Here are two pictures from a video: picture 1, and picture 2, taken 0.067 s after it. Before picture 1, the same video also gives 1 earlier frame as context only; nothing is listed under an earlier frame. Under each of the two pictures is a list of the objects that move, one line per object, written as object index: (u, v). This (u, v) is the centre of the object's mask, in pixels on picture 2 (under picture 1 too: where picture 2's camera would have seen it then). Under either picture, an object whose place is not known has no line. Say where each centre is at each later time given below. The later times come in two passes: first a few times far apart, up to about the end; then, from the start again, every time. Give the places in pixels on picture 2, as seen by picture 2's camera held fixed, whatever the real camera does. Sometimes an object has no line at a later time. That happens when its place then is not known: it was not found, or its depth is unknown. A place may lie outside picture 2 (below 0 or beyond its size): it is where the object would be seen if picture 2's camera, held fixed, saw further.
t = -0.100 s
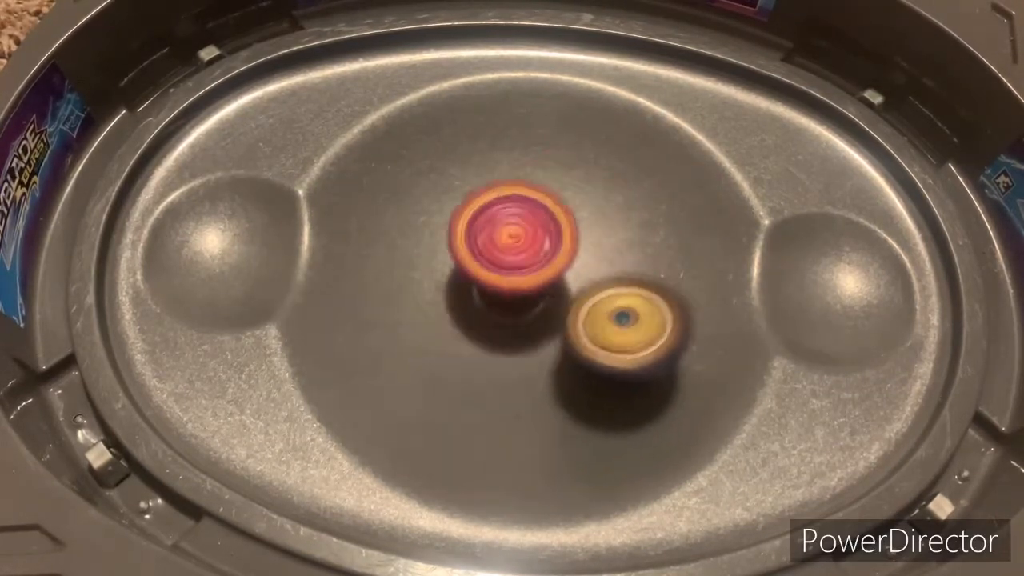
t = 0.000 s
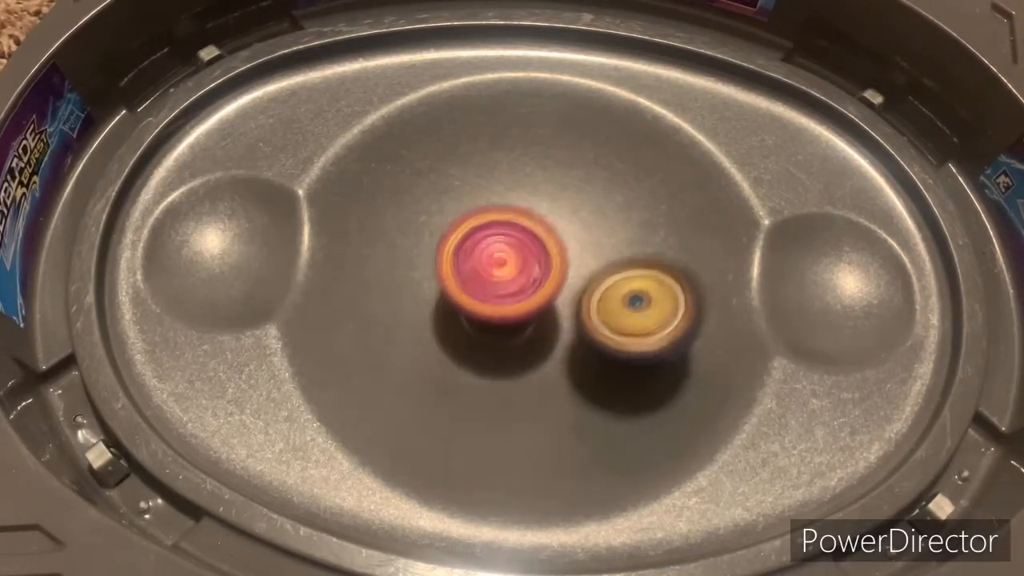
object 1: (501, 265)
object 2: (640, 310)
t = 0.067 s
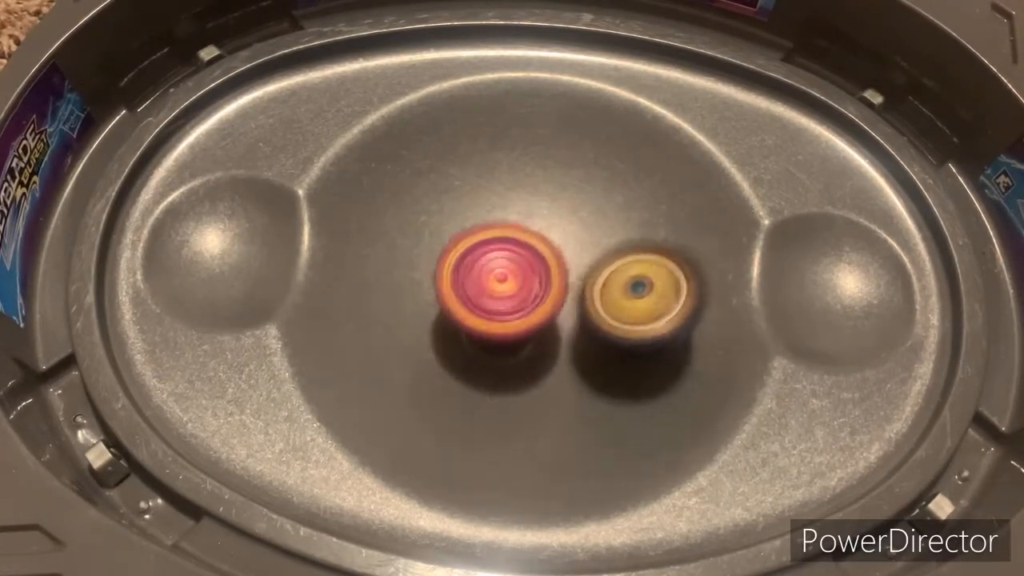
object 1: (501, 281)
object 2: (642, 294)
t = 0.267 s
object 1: (514, 319)
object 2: (646, 238)
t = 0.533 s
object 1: (537, 294)
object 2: (592, 183)
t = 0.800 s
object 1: (492, 285)
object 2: (527, 158)
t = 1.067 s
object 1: (513, 310)
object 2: (455, 191)
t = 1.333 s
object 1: (566, 273)
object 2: (426, 250)
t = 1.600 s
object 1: (533, 214)
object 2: (447, 329)
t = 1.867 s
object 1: (495, 230)
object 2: (531, 349)
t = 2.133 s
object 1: (509, 243)
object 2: (622, 324)
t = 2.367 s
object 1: (518, 239)
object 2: (653, 262)
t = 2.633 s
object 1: (494, 257)
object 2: (610, 203)
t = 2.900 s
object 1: (514, 298)
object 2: (523, 183)
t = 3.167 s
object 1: (568, 273)
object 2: (440, 213)
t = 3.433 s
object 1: (547, 231)
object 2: (429, 280)
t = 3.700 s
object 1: (529, 215)
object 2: (487, 344)
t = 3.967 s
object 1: (520, 215)
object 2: (594, 331)
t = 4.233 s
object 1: (502, 238)
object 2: (643, 257)
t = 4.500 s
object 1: (510, 280)
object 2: (593, 199)
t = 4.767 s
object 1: (559, 308)
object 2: (509, 185)
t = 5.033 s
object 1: (569, 265)
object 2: (441, 239)
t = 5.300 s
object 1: (545, 231)
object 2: (453, 320)
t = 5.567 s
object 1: (512, 232)
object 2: (542, 339)
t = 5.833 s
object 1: (488, 234)
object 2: (602, 277)
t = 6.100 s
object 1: (493, 272)
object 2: (582, 190)
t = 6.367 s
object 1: (545, 296)
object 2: (506, 195)
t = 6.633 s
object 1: (588, 265)
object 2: (454, 259)
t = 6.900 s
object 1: (549, 228)
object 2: (508, 335)
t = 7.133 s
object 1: (495, 227)
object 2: (586, 323)
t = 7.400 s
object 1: (481, 273)
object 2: (587, 238)
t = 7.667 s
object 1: (511, 309)
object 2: (531, 204)
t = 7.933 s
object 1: (585, 297)
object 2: (476, 232)
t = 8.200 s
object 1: (625, 234)
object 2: (467, 285)
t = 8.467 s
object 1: (595, 186)
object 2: (503, 278)
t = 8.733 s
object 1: (551, 177)
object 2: (480, 318)
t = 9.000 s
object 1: (536, 207)
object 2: (478, 316)
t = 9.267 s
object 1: (568, 194)
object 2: (465, 293)
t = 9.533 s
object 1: (587, 264)
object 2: (445, 288)
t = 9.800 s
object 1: (605, 310)
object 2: (465, 299)
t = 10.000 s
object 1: (587, 331)
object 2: (483, 239)
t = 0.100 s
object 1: (503, 289)
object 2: (643, 286)
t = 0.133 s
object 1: (506, 295)
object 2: (644, 277)
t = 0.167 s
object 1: (506, 302)
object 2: (647, 266)
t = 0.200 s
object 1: (507, 310)
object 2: (649, 257)
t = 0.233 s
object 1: (510, 316)
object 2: (649, 247)
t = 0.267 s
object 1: (514, 319)
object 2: (646, 238)
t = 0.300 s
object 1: (519, 322)
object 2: (642, 229)
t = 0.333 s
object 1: (523, 322)
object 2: (639, 222)
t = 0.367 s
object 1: (528, 320)
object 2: (633, 215)
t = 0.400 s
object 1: (533, 316)
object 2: (625, 208)
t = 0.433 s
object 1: (537, 310)
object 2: (618, 202)
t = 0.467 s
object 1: (540, 303)
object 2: (610, 196)
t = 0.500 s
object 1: (540, 296)
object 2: (601, 190)
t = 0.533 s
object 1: (537, 294)
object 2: (592, 183)
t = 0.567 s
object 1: (531, 289)
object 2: (585, 175)
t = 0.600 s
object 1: (526, 284)
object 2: (575, 170)
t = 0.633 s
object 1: (521, 280)
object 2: (565, 166)
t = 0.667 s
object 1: (515, 276)
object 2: (557, 164)
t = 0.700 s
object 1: (506, 277)
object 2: (549, 159)
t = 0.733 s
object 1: (501, 279)
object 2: (541, 157)
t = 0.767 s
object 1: (496, 282)
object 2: (534, 157)
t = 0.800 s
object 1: (492, 285)
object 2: (527, 158)
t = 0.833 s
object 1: (490, 288)
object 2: (520, 161)
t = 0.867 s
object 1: (489, 290)
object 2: (513, 166)
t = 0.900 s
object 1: (489, 291)
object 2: (504, 172)
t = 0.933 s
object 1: (489, 294)
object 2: (495, 177)
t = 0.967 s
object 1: (493, 298)
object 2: (486, 181)
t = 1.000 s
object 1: (498, 301)
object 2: (476, 185)
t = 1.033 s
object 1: (503, 306)
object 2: (467, 188)
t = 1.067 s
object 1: (513, 310)
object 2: (455, 191)
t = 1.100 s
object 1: (523, 311)
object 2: (447, 198)
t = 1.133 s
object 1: (534, 310)
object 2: (442, 202)
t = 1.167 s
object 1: (544, 308)
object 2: (436, 208)
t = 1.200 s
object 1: (552, 303)
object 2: (431, 215)
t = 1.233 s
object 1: (559, 298)
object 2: (428, 224)
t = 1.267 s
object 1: (563, 290)
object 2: (427, 233)
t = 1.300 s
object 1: (566, 282)
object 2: (426, 242)
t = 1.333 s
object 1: (566, 273)
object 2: (426, 250)
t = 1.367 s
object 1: (565, 264)
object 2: (427, 260)
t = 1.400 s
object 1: (563, 257)
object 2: (427, 269)
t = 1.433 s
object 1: (558, 248)
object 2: (429, 280)
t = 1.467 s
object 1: (552, 240)
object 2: (432, 291)
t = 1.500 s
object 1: (549, 233)
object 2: (435, 302)
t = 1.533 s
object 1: (545, 225)
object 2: (437, 312)
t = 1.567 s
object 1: (539, 219)
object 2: (442, 321)
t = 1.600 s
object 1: (533, 214)
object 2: (447, 329)
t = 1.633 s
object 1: (526, 209)
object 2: (454, 336)
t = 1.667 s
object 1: (518, 208)
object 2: (462, 340)
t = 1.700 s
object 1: (511, 208)
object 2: (471, 344)
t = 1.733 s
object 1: (505, 210)
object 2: (481, 346)
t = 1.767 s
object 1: (500, 214)
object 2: (493, 347)
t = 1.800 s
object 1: (496, 221)
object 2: (505, 349)
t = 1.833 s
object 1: (494, 227)
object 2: (517, 348)
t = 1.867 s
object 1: (495, 230)
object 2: (531, 349)
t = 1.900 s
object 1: (493, 229)
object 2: (546, 352)
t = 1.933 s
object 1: (492, 229)
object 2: (559, 353)
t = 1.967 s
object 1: (492, 230)
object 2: (571, 352)
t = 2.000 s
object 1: (493, 232)
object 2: (583, 348)
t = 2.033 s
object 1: (495, 235)
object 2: (595, 344)
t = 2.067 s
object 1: (499, 238)
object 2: (606, 338)
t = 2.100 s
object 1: (504, 240)
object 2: (615, 331)
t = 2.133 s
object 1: (509, 243)
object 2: (622, 324)
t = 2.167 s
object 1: (515, 244)
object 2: (629, 314)
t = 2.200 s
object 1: (518, 243)
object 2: (636, 306)
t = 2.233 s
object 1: (518, 242)
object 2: (643, 297)
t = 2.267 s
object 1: (518, 241)
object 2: (647, 288)
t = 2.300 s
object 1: (518, 240)
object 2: (650, 280)
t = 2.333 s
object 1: (519, 240)
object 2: (651, 271)
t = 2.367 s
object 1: (518, 239)
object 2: (653, 262)
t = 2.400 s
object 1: (515, 239)
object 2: (654, 254)
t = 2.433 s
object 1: (510, 240)
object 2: (653, 246)
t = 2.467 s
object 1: (506, 241)
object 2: (649, 239)
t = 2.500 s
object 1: (503, 243)
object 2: (643, 232)
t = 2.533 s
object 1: (500, 246)
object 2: (636, 224)
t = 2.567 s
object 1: (499, 250)
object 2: (626, 218)
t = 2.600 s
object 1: (497, 253)
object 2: (618, 212)
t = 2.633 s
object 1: (494, 257)
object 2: (610, 203)
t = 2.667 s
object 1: (492, 263)
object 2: (601, 197)
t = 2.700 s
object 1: (489, 270)
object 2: (590, 192)
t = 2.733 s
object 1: (490, 276)
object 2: (579, 190)
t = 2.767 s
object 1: (491, 282)
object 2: (569, 187)
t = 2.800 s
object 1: (495, 288)
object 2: (558, 186)
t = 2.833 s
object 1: (500, 293)
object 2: (547, 184)
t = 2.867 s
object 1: (506, 296)
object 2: (535, 182)
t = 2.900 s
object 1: (514, 298)
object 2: (523, 183)
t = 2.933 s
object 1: (521, 298)
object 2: (511, 184)
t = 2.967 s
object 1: (529, 297)
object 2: (500, 186)
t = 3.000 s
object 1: (537, 294)
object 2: (488, 189)
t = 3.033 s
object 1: (544, 293)
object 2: (478, 193)
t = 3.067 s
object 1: (551, 289)
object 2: (466, 195)
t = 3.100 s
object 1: (558, 285)
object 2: (457, 200)
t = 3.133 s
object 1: (564, 279)
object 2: (448, 206)
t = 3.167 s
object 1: (568, 273)
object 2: (440, 213)
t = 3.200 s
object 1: (571, 267)
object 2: (434, 219)
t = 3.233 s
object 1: (571, 260)
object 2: (430, 227)
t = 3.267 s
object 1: (571, 254)
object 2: (426, 236)
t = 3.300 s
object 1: (569, 248)
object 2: (424, 244)
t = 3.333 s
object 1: (565, 243)
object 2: (423, 252)
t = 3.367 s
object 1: (560, 238)
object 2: (424, 262)
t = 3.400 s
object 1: (554, 234)
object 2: (425, 271)
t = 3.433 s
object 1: (547, 231)
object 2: (429, 280)
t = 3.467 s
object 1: (541, 230)
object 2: (433, 290)
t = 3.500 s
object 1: (540, 227)
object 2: (435, 302)
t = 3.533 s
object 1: (539, 223)
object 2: (439, 314)
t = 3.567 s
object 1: (538, 219)
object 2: (447, 323)
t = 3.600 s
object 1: (537, 216)
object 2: (456, 331)
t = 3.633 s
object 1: (534, 214)
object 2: (465, 336)
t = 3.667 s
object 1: (532, 214)
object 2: (476, 340)
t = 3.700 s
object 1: (529, 215)
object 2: (487, 344)
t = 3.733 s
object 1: (527, 218)
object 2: (500, 345)
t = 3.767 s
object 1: (526, 222)
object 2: (513, 346)
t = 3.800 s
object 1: (525, 228)
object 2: (527, 345)
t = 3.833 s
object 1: (527, 228)
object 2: (541, 345)
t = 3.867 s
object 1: (528, 223)
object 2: (557, 346)
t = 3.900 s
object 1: (526, 220)
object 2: (571, 343)
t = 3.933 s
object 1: (523, 217)
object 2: (583, 338)
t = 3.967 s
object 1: (520, 215)
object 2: (594, 331)
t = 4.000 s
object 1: (517, 215)
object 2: (604, 324)
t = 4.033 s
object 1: (515, 217)
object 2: (612, 315)
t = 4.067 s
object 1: (514, 220)
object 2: (619, 306)
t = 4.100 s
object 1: (513, 224)
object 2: (624, 296)
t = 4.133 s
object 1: (515, 230)
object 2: (626, 286)
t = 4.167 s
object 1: (513, 232)
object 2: (632, 277)
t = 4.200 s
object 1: (507, 234)
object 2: (640, 267)
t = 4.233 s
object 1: (502, 238)
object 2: (643, 257)
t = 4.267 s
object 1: (498, 242)
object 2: (643, 248)
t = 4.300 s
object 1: (496, 248)
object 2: (641, 238)
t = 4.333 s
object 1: (495, 254)
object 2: (636, 230)
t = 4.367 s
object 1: (496, 259)
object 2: (630, 223)
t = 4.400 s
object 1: (497, 265)
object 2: (622, 216)
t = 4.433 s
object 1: (500, 270)
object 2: (613, 210)
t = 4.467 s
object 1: (504, 276)
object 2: (604, 204)
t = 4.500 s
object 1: (510, 280)
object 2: (593, 199)
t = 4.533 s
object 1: (516, 284)
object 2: (582, 194)
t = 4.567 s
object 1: (520, 292)
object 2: (572, 187)
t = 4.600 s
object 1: (523, 300)
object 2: (561, 181)
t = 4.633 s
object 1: (529, 305)
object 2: (551, 179)
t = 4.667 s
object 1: (537, 308)
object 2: (540, 178)
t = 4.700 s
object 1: (545, 310)
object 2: (530, 179)
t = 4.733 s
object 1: (553, 310)
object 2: (519, 181)
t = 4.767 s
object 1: (559, 308)
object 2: (509, 185)
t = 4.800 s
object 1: (563, 305)
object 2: (499, 189)
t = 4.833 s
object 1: (567, 301)
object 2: (489, 195)
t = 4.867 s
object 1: (570, 295)
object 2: (479, 201)
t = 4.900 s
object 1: (570, 289)
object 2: (471, 209)
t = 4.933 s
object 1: (570, 283)
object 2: (465, 217)
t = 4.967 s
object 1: (567, 276)
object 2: (458, 226)
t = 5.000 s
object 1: (569, 272)
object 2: (448, 231)
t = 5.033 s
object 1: (569, 265)
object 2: (441, 239)
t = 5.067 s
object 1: (568, 260)
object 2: (437, 250)
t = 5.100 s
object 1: (566, 255)
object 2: (434, 259)
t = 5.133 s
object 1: (563, 250)
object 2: (435, 269)
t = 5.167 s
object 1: (558, 246)
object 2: (438, 279)
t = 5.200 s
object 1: (553, 243)
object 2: (439, 289)
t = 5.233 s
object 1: (548, 241)
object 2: (443, 299)
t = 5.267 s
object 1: (545, 237)
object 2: (448, 309)
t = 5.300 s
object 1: (545, 231)
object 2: (453, 320)
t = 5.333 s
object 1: (540, 227)
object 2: (463, 329)
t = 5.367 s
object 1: (536, 224)
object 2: (471, 336)
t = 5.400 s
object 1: (530, 222)
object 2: (481, 341)
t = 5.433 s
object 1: (525, 222)
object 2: (492, 345)
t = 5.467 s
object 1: (521, 224)
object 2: (504, 345)
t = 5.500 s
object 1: (518, 226)
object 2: (516, 345)
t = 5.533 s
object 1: (515, 229)
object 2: (530, 342)
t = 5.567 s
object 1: (512, 232)
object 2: (542, 339)
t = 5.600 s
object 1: (510, 231)
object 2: (553, 340)
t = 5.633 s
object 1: (506, 229)
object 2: (565, 339)
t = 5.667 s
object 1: (501, 228)
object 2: (576, 331)
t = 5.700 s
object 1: (497, 228)
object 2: (583, 321)
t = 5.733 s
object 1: (494, 229)
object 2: (590, 311)
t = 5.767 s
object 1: (492, 230)
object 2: (596, 299)
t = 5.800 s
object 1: (490, 232)
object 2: (598, 288)
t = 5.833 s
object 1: (488, 234)
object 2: (602, 277)
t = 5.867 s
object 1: (485, 238)
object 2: (606, 266)
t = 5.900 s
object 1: (484, 241)
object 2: (605, 253)
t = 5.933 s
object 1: (486, 246)
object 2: (604, 241)
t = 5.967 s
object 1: (487, 251)
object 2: (601, 230)
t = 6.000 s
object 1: (489, 254)
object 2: (600, 219)
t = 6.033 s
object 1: (491, 258)
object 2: (592, 210)
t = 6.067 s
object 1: (489, 265)
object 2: (588, 200)
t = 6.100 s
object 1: (493, 272)
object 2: (582, 190)
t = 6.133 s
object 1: (496, 280)
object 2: (573, 187)
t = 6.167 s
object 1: (502, 285)
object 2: (565, 184)
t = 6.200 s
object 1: (507, 288)
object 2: (555, 183)
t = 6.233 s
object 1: (513, 292)
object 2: (545, 182)
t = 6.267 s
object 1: (520, 295)
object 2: (535, 183)
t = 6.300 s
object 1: (528, 298)
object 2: (527, 184)
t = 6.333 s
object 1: (537, 298)
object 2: (515, 189)
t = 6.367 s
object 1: (545, 296)
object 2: (506, 195)
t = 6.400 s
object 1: (552, 292)
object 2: (496, 199)
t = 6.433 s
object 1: (561, 292)
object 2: (484, 206)
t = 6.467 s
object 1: (568, 292)
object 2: (471, 211)
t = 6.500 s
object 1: (576, 289)
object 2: (463, 220)
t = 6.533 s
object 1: (582, 285)
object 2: (458, 228)
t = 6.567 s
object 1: (587, 278)
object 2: (455, 237)
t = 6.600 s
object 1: (587, 271)
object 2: (454, 248)
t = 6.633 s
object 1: (588, 265)
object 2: (454, 259)
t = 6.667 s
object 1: (586, 260)
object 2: (455, 269)
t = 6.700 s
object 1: (584, 255)
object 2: (458, 280)
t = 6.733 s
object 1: (581, 249)
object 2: (465, 291)
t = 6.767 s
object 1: (575, 242)
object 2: (472, 301)
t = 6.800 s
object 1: (569, 238)
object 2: (478, 310)
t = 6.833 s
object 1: (563, 234)
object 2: (486, 320)
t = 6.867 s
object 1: (555, 230)
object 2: (497, 330)
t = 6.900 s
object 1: (549, 228)
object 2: (508, 335)
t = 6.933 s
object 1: (541, 225)
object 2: (520, 337)
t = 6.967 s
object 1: (532, 224)
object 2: (532, 337)
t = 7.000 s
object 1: (523, 222)
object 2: (545, 341)
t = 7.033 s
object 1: (516, 222)
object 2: (558, 341)
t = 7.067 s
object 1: (507, 223)
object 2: (570, 338)
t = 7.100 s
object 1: (502, 225)
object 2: (580, 330)
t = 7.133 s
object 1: (495, 227)
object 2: (586, 323)
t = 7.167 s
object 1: (488, 231)
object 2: (592, 314)
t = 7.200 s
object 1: (484, 236)
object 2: (596, 302)
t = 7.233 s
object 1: (480, 242)
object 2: (598, 292)
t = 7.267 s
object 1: (480, 248)
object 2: (598, 283)
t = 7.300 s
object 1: (481, 253)
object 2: (597, 270)
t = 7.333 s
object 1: (479, 260)
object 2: (596, 259)
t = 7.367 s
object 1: (479, 266)
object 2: (593, 248)
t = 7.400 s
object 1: (481, 273)
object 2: (587, 238)
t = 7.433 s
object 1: (482, 281)
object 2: (584, 229)
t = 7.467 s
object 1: (481, 285)
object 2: (580, 216)
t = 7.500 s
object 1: (482, 291)
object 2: (576, 208)
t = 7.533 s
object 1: (484, 297)
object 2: (566, 202)
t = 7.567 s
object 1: (489, 304)
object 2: (557, 201)
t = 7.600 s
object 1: (497, 308)
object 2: (548, 201)
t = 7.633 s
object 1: (504, 308)
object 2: (539, 202)
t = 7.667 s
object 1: (511, 309)
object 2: (531, 204)
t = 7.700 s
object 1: (518, 310)
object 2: (521, 207)
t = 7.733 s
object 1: (530, 313)
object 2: (512, 205)
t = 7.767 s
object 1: (541, 314)
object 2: (502, 206)
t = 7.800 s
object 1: (550, 311)
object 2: (493, 211)
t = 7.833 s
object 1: (557, 308)
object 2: (489, 215)
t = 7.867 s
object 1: (566, 305)
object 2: (485, 223)
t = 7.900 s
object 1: (574, 298)
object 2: (481, 230)
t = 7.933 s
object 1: (585, 297)
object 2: (476, 232)
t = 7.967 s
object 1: (589, 291)
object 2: (468, 236)
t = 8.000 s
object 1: (597, 287)
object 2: (466, 245)
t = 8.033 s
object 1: (600, 278)
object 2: (469, 254)
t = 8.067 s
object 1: (601, 271)
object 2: (473, 263)
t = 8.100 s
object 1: (600, 263)
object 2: (476, 268)
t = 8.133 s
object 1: (603, 259)
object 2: (479, 274)
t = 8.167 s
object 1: (613, 246)
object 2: (475, 279)
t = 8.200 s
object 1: (625, 234)
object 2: (467, 285)
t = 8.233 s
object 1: (628, 225)
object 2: (461, 291)
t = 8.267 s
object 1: (631, 215)
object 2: (465, 293)
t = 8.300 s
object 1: (630, 203)
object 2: (474, 294)
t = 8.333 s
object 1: (624, 195)
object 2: (484, 292)
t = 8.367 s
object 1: (621, 192)
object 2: (490, 289)
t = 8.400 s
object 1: (614, 186)
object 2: (493, 286)
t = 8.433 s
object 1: (604, 185)
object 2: (498, 282)
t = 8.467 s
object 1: (595, 186)
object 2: (503, 278)
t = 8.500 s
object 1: (599, 180)
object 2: (496, 290)
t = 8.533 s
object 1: (599, 170)
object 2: (484, 304)
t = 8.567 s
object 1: (590, 166)
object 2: (479, 323)
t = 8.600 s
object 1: (586, 165)
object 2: (478, 332)
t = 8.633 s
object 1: (577, 163)
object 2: (482, 335)
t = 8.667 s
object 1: (566, 165)
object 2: (483, 329)
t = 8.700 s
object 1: (558, 172)
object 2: (483, 323)
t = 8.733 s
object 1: (551, 177)
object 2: (480, 318)
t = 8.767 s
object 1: (540, 186)
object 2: (479, 316)
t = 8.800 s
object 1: (531, 197)
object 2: (478, 314)
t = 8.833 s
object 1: (526, 208)
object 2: (479, 313)
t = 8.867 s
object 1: (530, 210)
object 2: (475, 318)
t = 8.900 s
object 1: (532, 210)
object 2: (471, 329)
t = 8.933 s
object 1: (537, 207)
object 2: (475, 331)
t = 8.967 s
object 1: (533, 206)
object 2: (476, 326)
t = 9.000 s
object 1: (536, 207)
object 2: (478, 316)
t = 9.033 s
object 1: (537, 206)
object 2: (476, 311)
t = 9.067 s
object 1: (547, 200)
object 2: (468, 318)
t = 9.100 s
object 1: (555, 196)
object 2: (466, 322)
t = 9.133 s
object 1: (557, 191)
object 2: (471, 321)
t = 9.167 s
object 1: (562, 192)
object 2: (474, 309)
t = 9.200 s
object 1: (564, 189)
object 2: (471, 302)
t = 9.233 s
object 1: (565, 192)
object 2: (467, 296)
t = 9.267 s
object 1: (568, 194)
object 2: (465, 293)
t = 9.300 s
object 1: (567, 198)
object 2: (466, 290)
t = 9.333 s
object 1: (569, 206)
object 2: (466, 284)
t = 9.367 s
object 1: (568, 212)
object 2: (467, 280)
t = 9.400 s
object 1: (568, 221)
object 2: (460, 278)
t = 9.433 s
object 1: (574, 231)
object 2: (451, 283)
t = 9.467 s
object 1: (573, 241)
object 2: (450, 284)
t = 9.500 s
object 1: (577, 249)
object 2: (449, 284)
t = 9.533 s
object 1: (587, 264)
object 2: (445, 288)
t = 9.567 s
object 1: (597, 273)
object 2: (439, 288)
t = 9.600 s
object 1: (601, 279)
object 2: (436, 292)
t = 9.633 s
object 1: (608, 285)
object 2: (435, 293)
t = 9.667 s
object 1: (610, 291)
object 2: (437, 294)
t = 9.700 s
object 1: (613, 297)
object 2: (440, 294)
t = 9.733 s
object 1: (612, 300)
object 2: (443, 296)
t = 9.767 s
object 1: (611, 307)
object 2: (451, 298)
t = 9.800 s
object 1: (605, 310)
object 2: (465, 299)
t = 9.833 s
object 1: (601, 315)
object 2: (473, 298)
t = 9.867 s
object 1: (598, 319)
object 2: (476, 285)
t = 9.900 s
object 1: (592, 325)
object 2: (477, 277)
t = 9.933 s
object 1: (588, 328)
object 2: (480, 262)
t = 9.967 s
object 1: (588, 331)
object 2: (481, 250)
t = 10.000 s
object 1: (587, 331)
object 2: (483, 239)
